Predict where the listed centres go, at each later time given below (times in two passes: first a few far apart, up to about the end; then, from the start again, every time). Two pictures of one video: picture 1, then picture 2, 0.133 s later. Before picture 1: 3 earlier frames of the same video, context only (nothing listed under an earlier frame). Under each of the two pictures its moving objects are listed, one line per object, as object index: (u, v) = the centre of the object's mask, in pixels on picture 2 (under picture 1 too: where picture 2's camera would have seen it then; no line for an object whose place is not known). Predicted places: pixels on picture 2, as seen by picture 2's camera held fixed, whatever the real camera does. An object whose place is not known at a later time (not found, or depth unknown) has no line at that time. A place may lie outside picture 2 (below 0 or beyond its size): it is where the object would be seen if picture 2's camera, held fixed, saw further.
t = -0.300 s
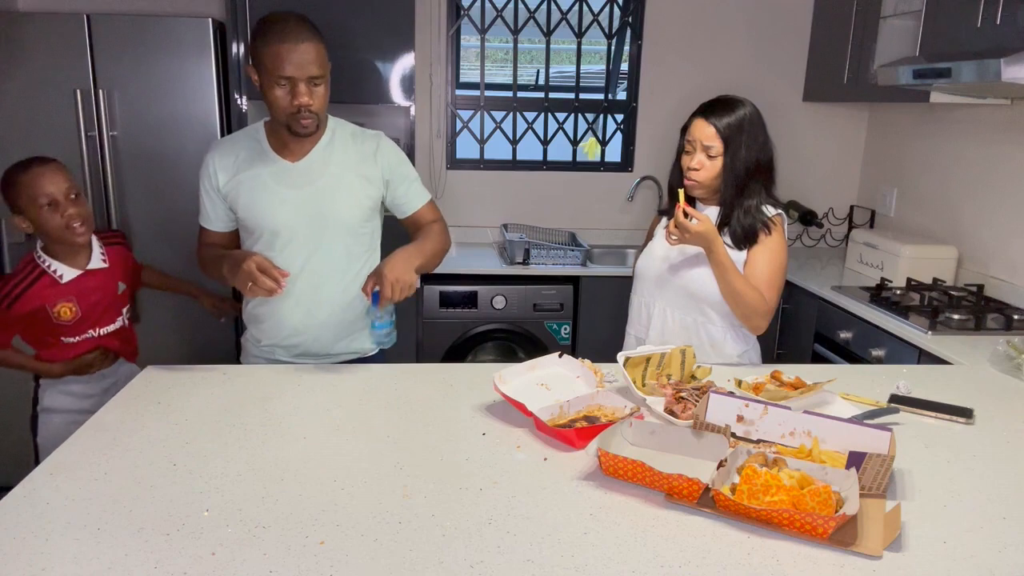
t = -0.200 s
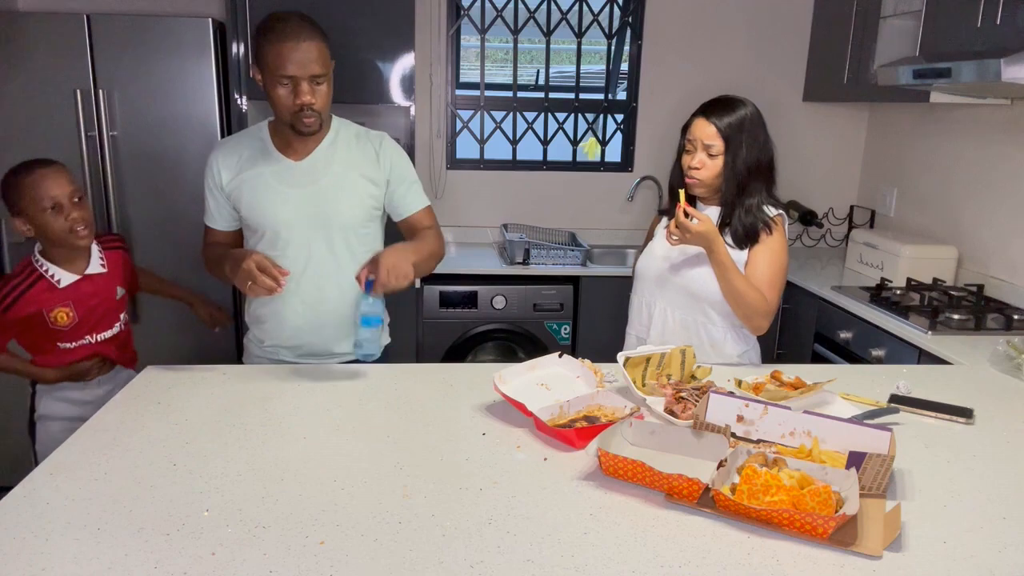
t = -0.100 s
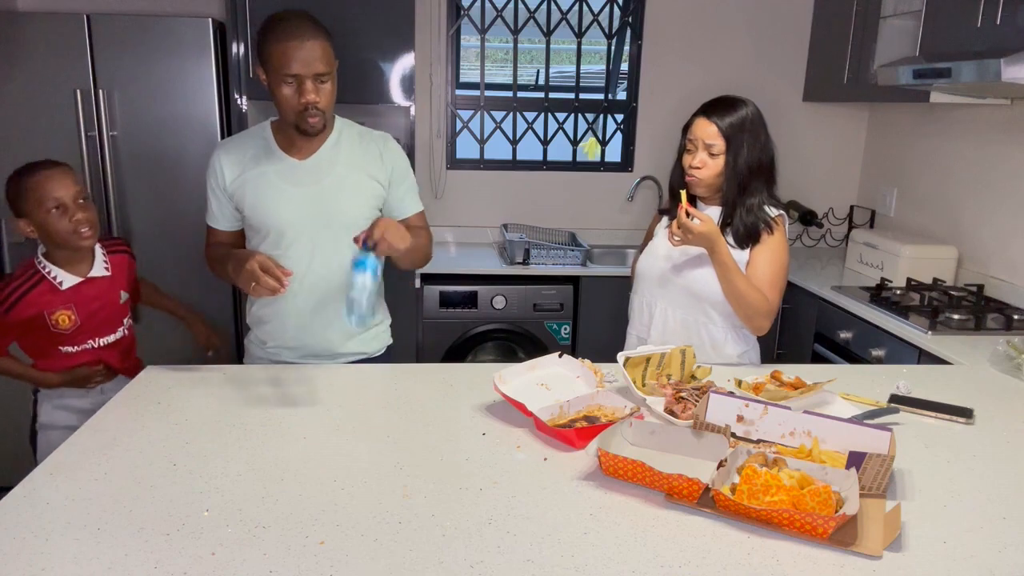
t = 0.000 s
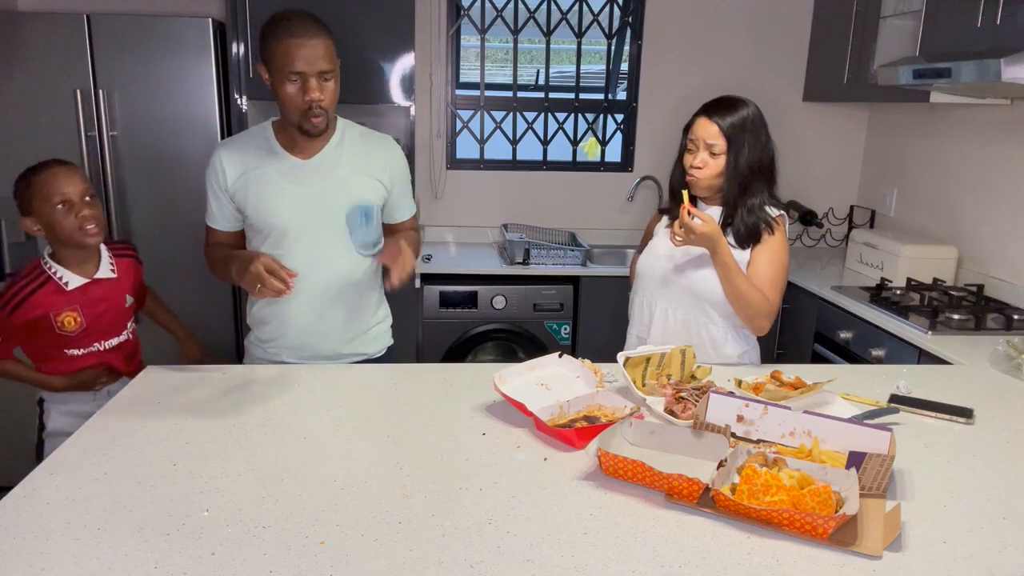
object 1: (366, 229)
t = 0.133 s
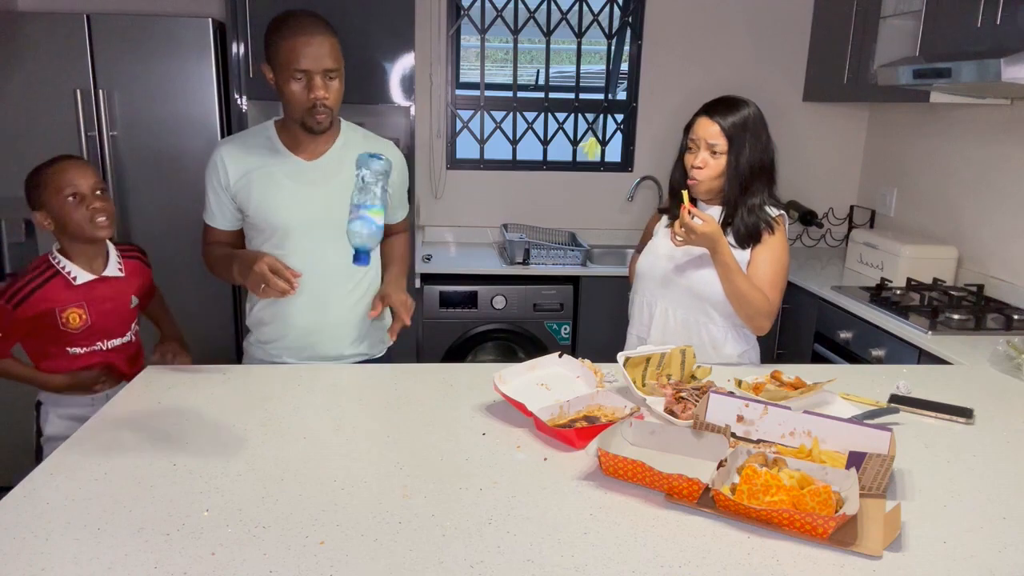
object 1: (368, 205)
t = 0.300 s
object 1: (386, 261)
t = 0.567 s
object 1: (411, 422)
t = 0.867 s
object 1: (434, 446)
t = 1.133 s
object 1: (444, 488)
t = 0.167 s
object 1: (370, 205)
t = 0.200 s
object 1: (373, 208)
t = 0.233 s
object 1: (377, 217)
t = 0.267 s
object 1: (382, 234)
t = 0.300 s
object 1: (386, 261)
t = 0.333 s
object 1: (389, 294)
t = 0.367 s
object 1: (392, 330)
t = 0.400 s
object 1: (396, 374)
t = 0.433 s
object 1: (400, 417)
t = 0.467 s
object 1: (405, 417)
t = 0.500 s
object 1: (407, 419)
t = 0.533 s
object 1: (409, 421)
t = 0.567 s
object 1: (411, 422)
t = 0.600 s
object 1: (413, 425)
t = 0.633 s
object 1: (416, 427)
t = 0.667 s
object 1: (418, 429)
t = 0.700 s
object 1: (420, 432)
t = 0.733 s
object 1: (423, 434)
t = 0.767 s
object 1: (426, 437)
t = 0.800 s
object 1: (429, 439)
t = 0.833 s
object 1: (432, 442)
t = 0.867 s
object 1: (434, 446)
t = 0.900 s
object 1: (438, 449)
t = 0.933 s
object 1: (443, 455)
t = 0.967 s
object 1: (449, 462)
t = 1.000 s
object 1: (454, 474)
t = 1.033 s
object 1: (454, 483)
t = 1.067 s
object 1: (450, 479)
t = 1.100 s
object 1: (445, 482)
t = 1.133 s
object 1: (444, 488)
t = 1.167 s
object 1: (444, 489)
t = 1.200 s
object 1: (444, 491)
